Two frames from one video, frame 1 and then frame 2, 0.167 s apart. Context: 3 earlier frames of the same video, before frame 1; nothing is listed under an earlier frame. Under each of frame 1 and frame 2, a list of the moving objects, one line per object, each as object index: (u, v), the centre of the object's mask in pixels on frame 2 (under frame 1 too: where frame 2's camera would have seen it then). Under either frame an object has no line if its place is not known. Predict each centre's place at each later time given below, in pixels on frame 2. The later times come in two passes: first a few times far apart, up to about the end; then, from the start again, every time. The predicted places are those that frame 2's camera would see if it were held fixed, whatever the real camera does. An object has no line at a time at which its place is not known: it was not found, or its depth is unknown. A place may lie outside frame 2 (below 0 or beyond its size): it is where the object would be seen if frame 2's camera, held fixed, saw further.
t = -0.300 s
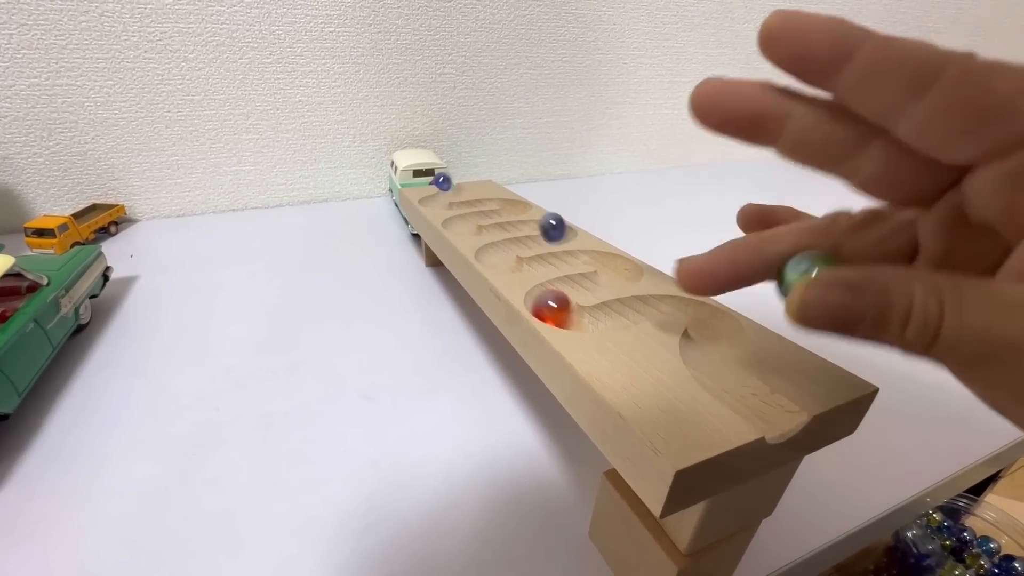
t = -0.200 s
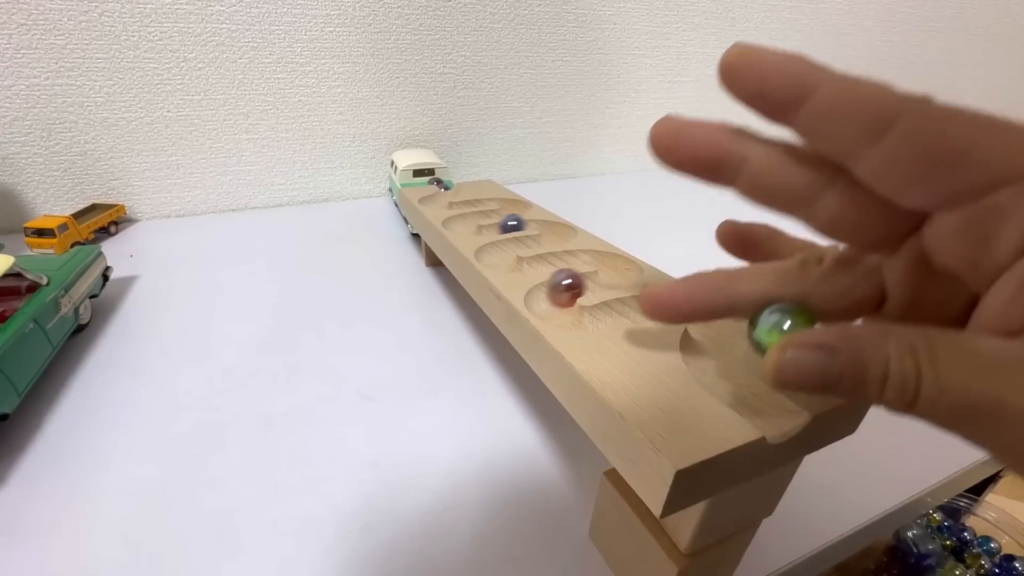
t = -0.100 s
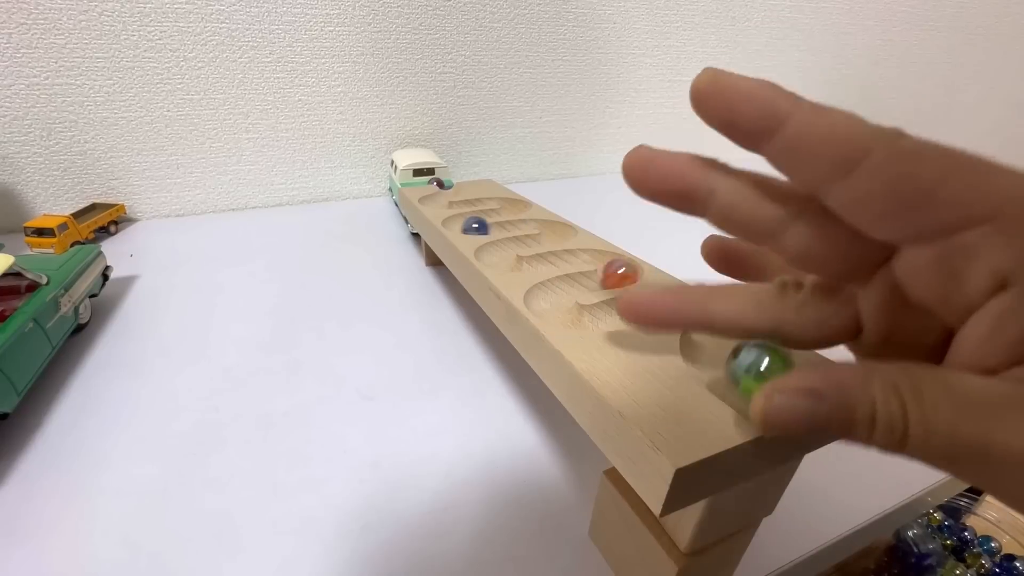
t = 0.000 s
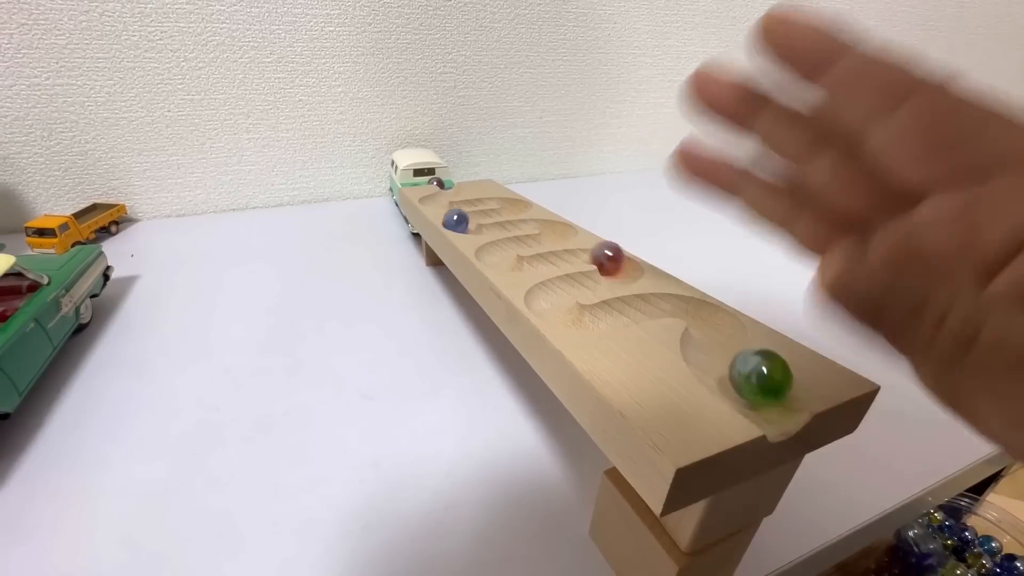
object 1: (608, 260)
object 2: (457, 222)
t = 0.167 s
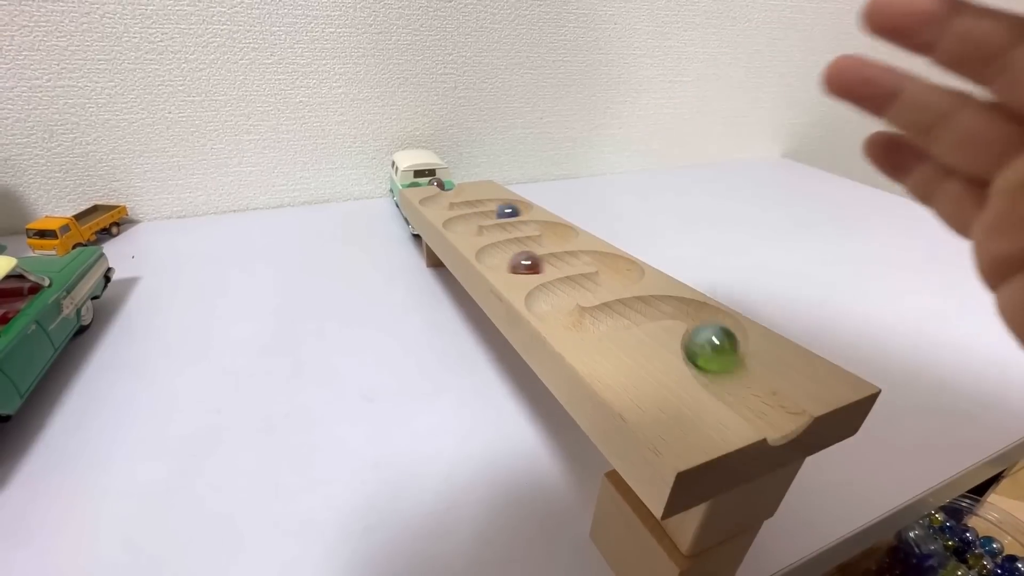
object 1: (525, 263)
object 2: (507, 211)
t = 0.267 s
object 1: (494, 256)
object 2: (517, 207)
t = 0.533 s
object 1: (559, 232)
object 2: (442, 204)
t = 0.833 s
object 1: (460, 226)
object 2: (450, 184)
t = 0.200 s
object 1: (513, 263)
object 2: (515, 209)
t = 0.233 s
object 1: (504, 260)
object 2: (516, 208)
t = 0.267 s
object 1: (494, 256)
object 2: (517, 207)
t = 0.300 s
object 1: (494, 253)
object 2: (515, 204)
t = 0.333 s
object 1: (503, 249)
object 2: (507, 203)
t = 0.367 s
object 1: (515, 244)
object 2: (495, 200)
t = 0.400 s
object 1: (530, 240)
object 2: (482, 200)
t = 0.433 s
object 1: (546, 238)
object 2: (471, 202)
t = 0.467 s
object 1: (558, 235)
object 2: (460, 204)
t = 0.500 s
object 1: (559, 234)
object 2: (450, 203)
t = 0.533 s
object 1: (559, 232)
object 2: (442, 204)
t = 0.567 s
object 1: (554, 228)
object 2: (436, 202)
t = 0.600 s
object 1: (545, 225)
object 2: (431, 200)
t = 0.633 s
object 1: (529, 222)
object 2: (434, 200)
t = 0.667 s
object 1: (514, 224)
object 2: (442, 198)
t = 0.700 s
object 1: (501, 226)
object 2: (449, 193)
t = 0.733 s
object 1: (489, 228)
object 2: (451, 191)
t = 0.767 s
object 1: (478, 228)
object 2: (451, 189)
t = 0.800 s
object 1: (469, 227)
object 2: (452, 186)
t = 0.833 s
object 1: (460, 226)
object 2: (450, 184)
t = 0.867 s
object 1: (457, 223)
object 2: (446, 182)
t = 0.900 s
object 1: (463, 221)
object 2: (443, 183)
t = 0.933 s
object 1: (473, 218)
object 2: (445, 186)
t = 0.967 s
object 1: (487, 213)
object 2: (447, 186)
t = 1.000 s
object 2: (445, 186)
